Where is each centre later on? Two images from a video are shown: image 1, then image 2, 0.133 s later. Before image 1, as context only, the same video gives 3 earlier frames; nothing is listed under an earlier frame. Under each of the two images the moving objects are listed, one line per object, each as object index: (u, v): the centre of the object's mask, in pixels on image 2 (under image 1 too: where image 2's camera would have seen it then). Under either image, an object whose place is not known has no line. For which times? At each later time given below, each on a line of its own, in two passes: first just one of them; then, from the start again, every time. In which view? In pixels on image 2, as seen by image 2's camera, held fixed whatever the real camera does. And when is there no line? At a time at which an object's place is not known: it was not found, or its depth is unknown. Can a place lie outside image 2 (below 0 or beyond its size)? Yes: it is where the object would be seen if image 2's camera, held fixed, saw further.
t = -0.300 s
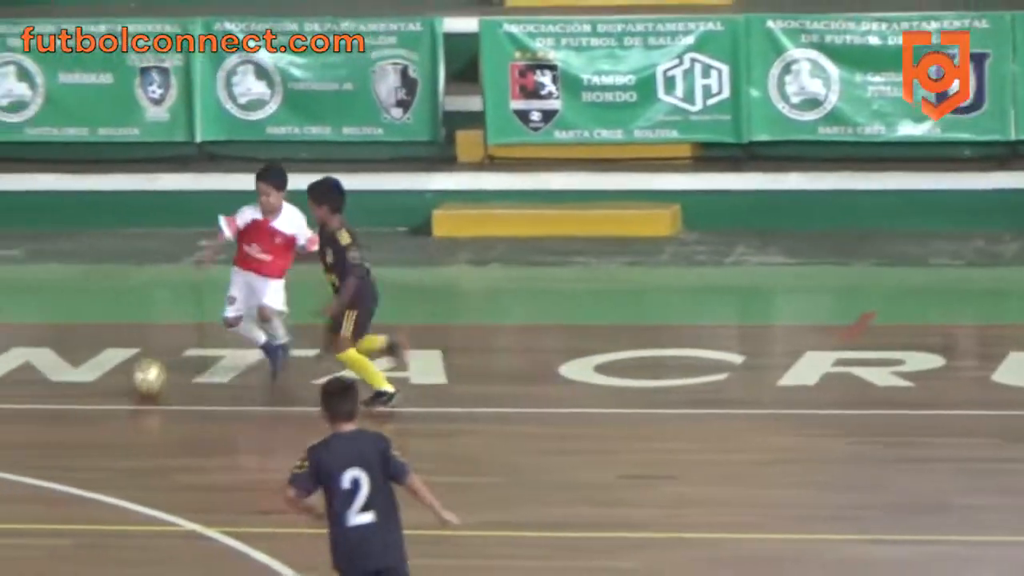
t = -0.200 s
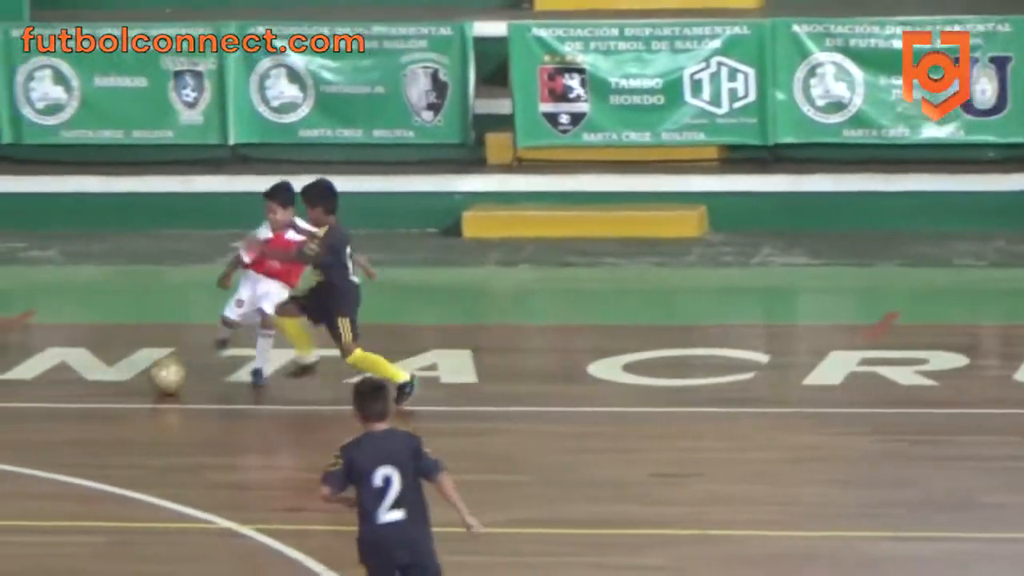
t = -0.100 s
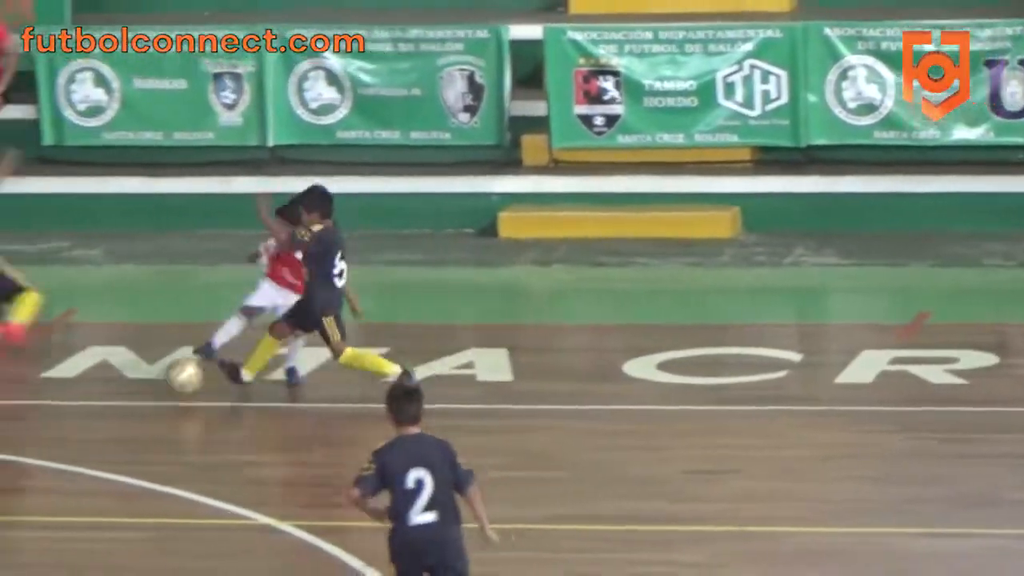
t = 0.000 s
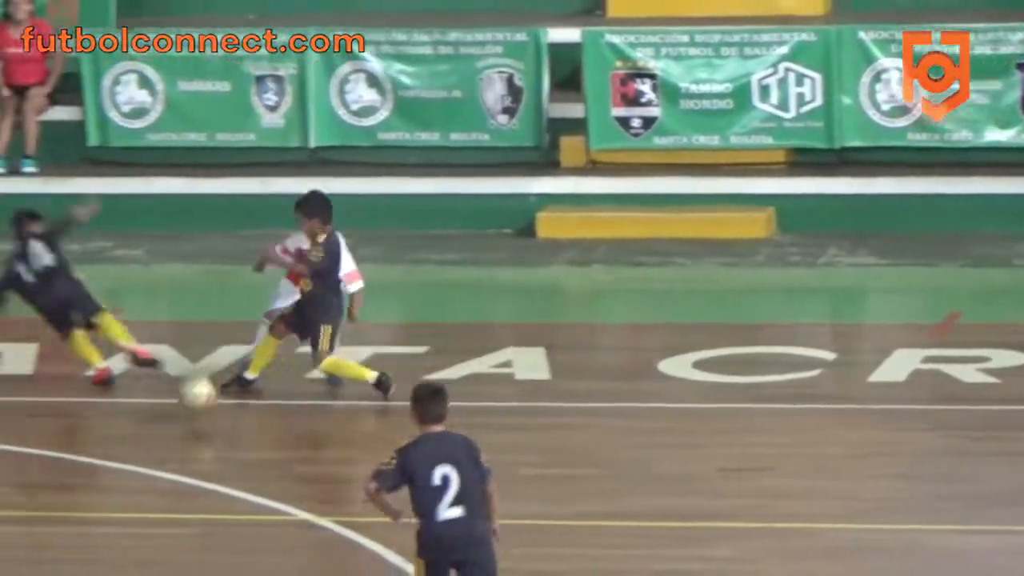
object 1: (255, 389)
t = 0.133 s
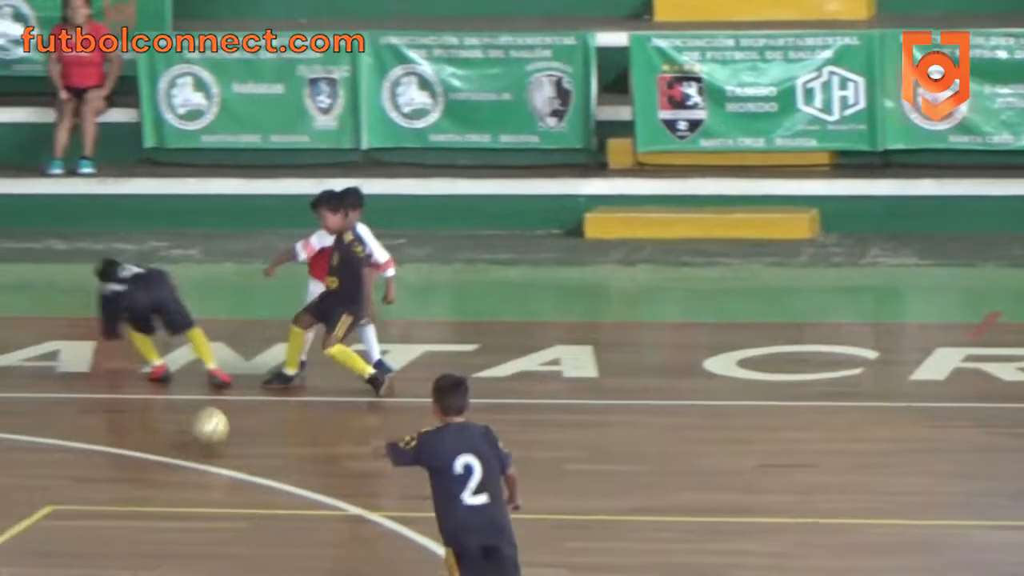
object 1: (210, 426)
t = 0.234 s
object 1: (176, 451)
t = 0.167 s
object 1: (199, 434)
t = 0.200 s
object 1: (187, 445)
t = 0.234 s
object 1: (176, 451)
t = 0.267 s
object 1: (165, 457)
